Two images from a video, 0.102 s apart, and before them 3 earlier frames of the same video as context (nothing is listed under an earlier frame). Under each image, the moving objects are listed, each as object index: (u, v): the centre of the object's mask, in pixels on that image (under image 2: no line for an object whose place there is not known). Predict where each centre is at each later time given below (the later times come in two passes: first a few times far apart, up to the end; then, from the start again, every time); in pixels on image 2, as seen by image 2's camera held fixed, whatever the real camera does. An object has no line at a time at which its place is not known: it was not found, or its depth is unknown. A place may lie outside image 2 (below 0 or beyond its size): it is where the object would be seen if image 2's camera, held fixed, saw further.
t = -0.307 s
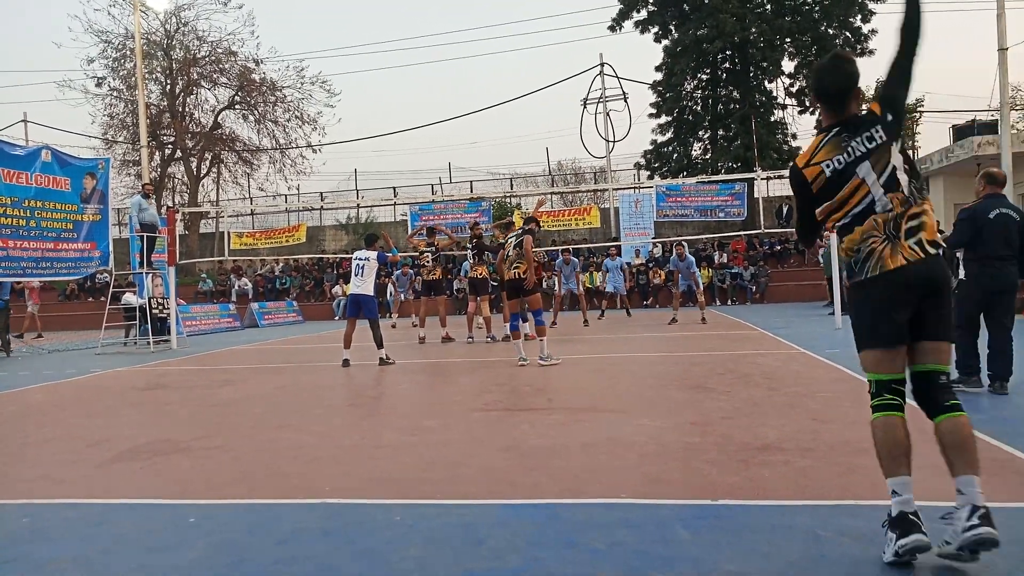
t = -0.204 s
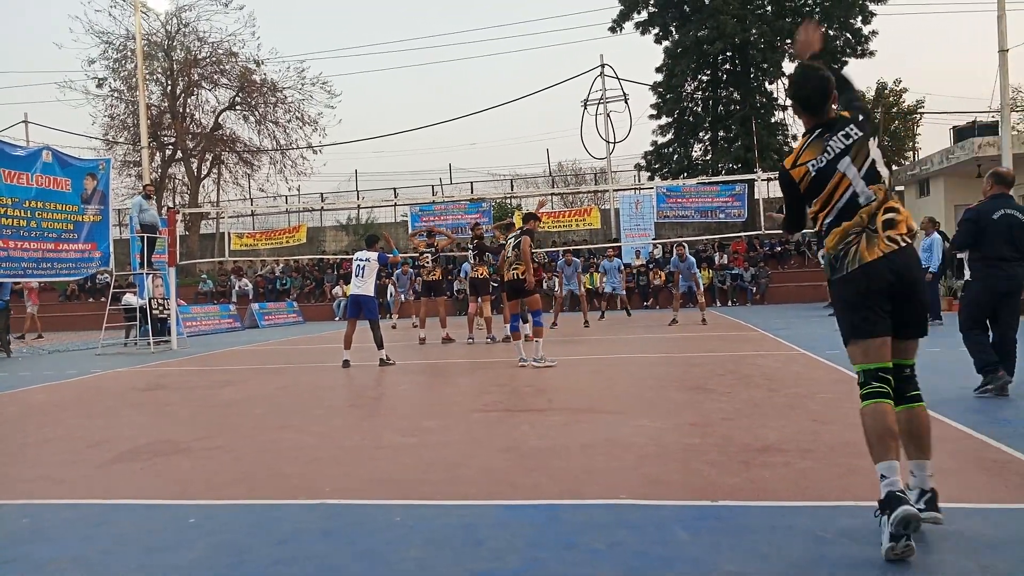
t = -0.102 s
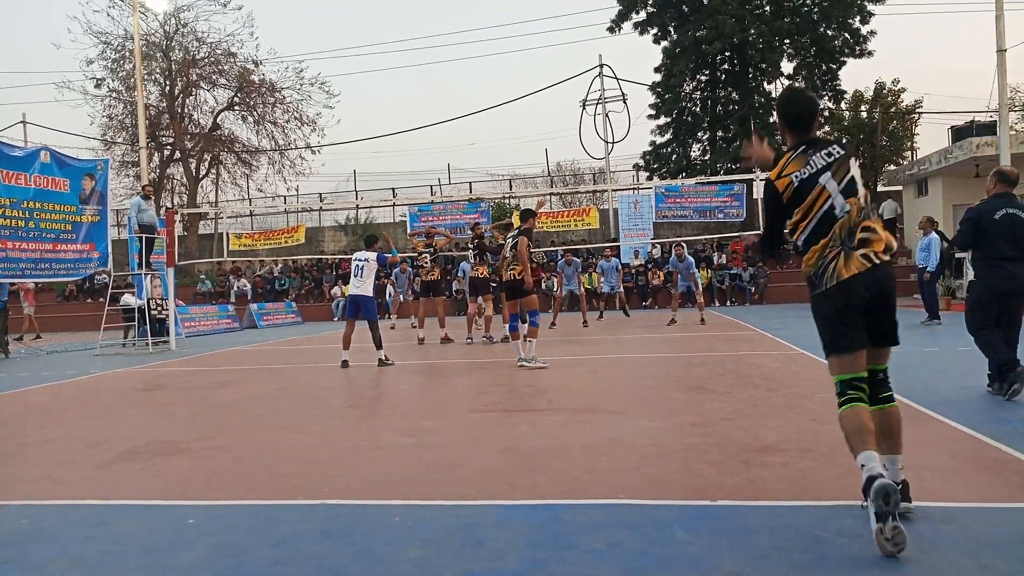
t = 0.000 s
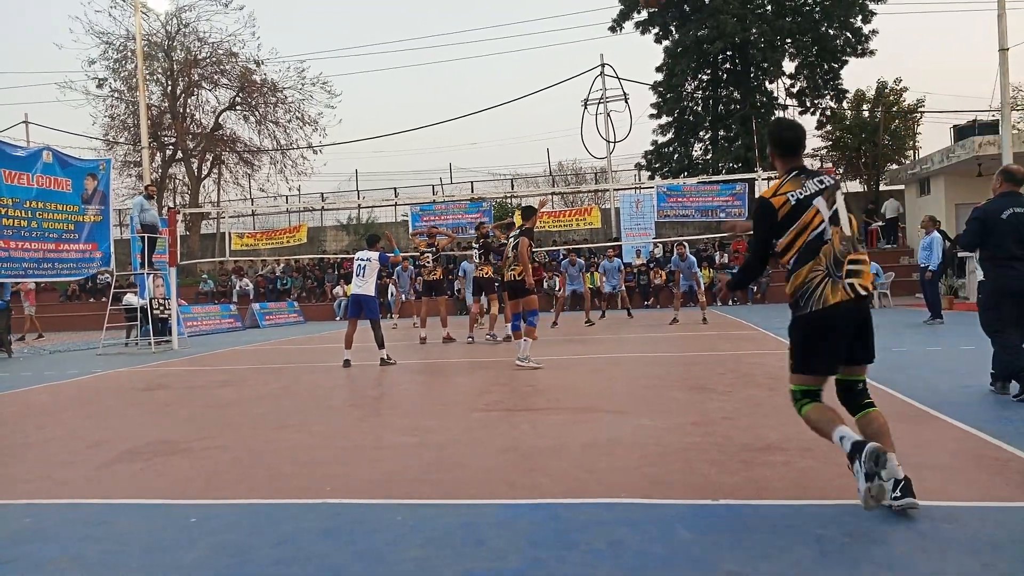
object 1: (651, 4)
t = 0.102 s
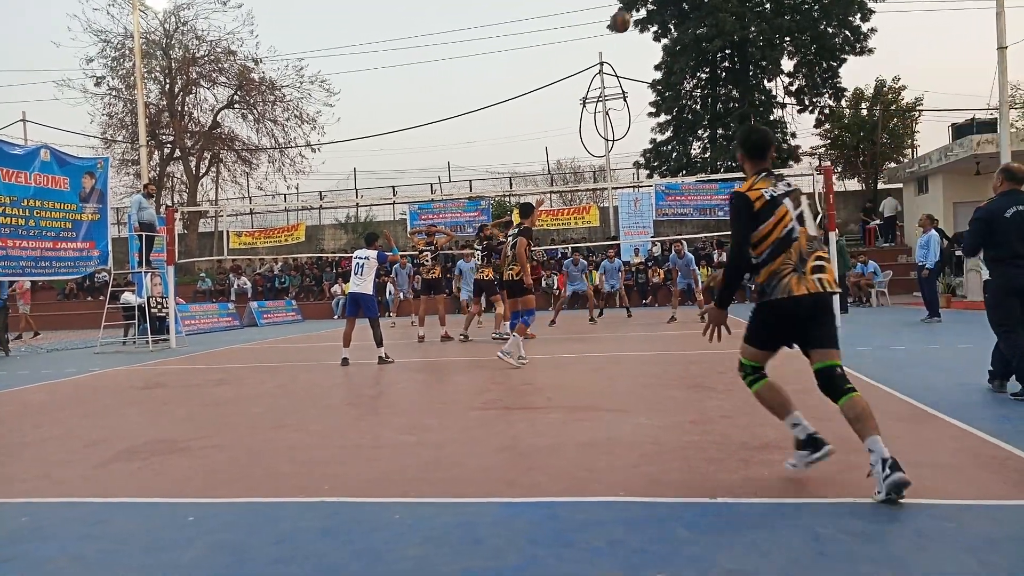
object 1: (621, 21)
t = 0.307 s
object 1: (577, 81)
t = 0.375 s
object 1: (568, 100)
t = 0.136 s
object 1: (612, 31)
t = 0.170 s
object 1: (603, 42)
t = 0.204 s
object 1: (596, 52)
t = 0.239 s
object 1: (589, 62)
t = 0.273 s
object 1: (582, 72)
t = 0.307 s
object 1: (577, 81)
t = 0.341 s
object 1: (572, 91)
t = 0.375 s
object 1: (568, 100)
